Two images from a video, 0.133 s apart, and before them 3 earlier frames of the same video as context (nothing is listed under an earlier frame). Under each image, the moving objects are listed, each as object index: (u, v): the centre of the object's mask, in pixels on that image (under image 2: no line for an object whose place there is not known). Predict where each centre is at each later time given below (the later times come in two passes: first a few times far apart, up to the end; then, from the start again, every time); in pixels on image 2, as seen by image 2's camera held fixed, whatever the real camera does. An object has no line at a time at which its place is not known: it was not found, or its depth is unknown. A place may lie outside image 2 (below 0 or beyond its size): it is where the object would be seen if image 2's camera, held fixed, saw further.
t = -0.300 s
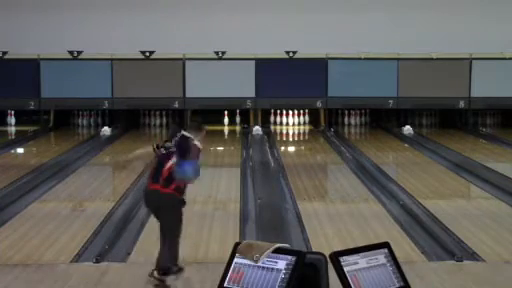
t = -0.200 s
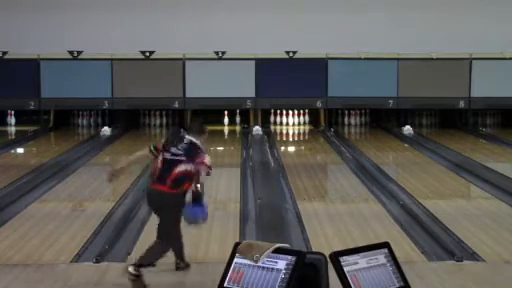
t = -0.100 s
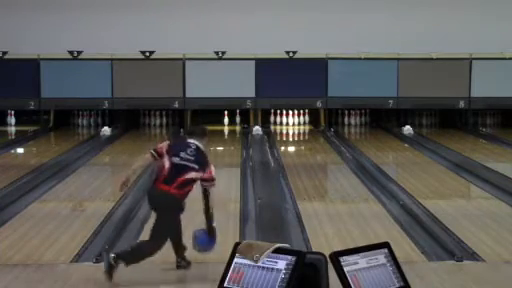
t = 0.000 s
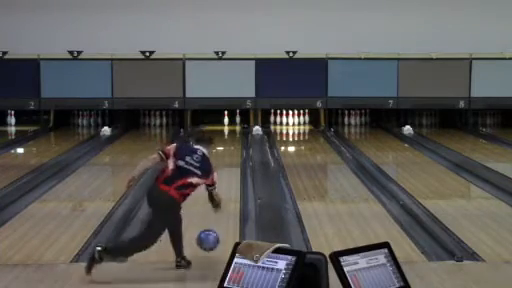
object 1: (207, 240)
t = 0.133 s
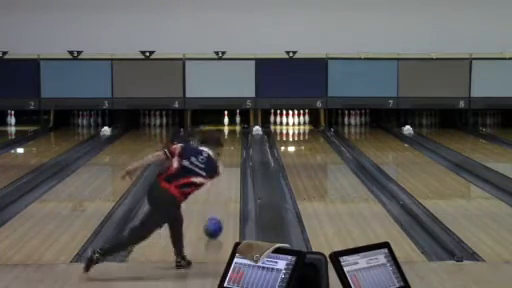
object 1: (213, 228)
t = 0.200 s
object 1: (214, 219)
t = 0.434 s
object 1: (220, 196)
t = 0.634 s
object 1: (223, 182)
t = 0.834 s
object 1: (226, 170)
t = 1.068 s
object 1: (228, 159)
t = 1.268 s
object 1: (229, 149)
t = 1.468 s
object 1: (230, 143)
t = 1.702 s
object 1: (232, 136)
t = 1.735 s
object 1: (233, 135)
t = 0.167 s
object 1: (213, 223)
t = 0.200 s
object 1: (214, 219)
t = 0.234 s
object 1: (215, 216)
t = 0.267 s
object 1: (215, 212)
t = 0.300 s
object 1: (216, 210)
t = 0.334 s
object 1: (218, 206)
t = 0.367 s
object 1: (218, 202)
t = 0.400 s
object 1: (219, 199)
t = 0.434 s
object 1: (220, 196)
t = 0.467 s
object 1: (220, 194)
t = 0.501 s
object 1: (220, 191)
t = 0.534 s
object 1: (221, 190)
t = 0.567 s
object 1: (222, 187)
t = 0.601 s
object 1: (222, 184)
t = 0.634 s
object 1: (223, 182)
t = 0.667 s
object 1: (223, 180)
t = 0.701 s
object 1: (224, 177)
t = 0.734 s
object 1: (224, 175)
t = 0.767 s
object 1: (224, 174)
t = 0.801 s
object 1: (225, 172)
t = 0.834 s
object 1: (226, 170)
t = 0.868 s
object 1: (226, 169)
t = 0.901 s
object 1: (227, 167)
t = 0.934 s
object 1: (226, 165)
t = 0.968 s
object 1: (226, 164)
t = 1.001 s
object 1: (227, 162)
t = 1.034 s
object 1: (228, 160)
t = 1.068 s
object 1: (228, 159)
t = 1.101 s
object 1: (228, 158)
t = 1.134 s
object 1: (229, 156)
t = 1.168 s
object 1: (229, 155)
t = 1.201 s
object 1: (229, 153)
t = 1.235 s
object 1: (229, 151)
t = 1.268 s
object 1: (229, 149)
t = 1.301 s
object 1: (230, 149)
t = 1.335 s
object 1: (229, 147)
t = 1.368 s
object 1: (229, 146)
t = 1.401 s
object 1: (230, 145)
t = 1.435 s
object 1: (230, 144)
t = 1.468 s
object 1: (230, 143)
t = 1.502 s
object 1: (230, 142)
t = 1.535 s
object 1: (230, 141)
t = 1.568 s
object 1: (230, 140)
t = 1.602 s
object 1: (230, 139)
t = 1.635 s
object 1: (231, 138)
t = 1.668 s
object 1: (231, 137)
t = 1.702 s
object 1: (232, 136)
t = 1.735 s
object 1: (233, 135)
